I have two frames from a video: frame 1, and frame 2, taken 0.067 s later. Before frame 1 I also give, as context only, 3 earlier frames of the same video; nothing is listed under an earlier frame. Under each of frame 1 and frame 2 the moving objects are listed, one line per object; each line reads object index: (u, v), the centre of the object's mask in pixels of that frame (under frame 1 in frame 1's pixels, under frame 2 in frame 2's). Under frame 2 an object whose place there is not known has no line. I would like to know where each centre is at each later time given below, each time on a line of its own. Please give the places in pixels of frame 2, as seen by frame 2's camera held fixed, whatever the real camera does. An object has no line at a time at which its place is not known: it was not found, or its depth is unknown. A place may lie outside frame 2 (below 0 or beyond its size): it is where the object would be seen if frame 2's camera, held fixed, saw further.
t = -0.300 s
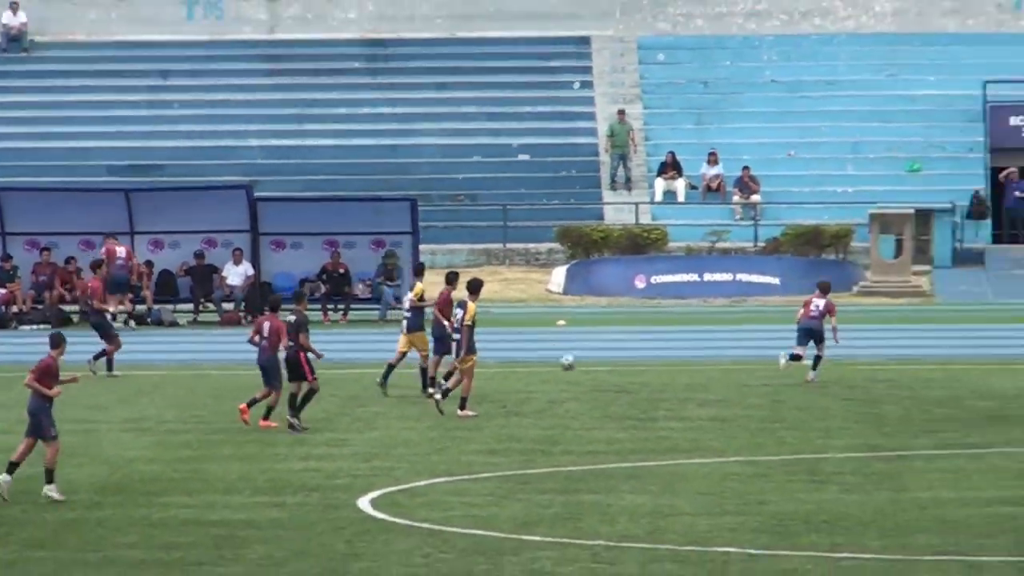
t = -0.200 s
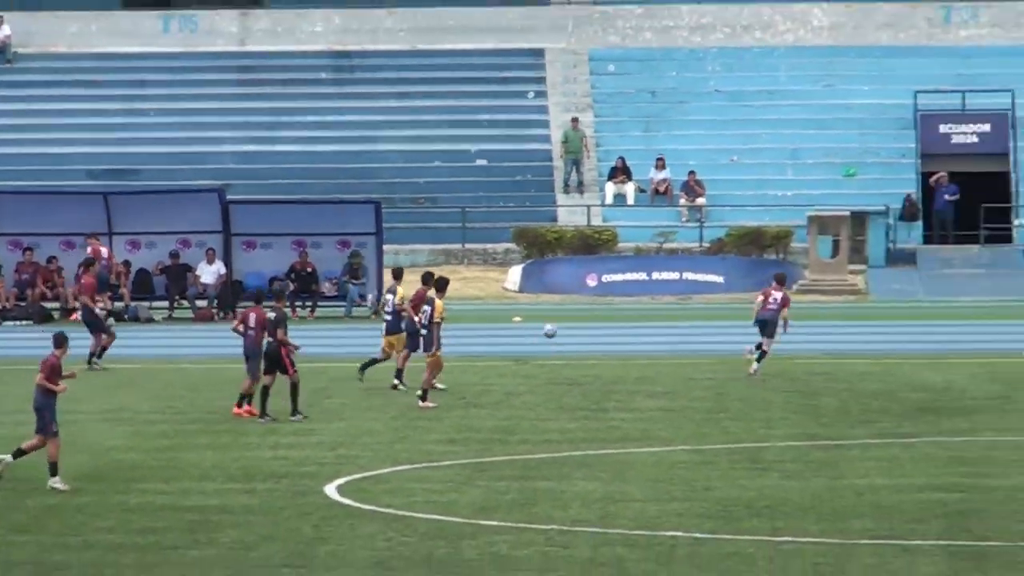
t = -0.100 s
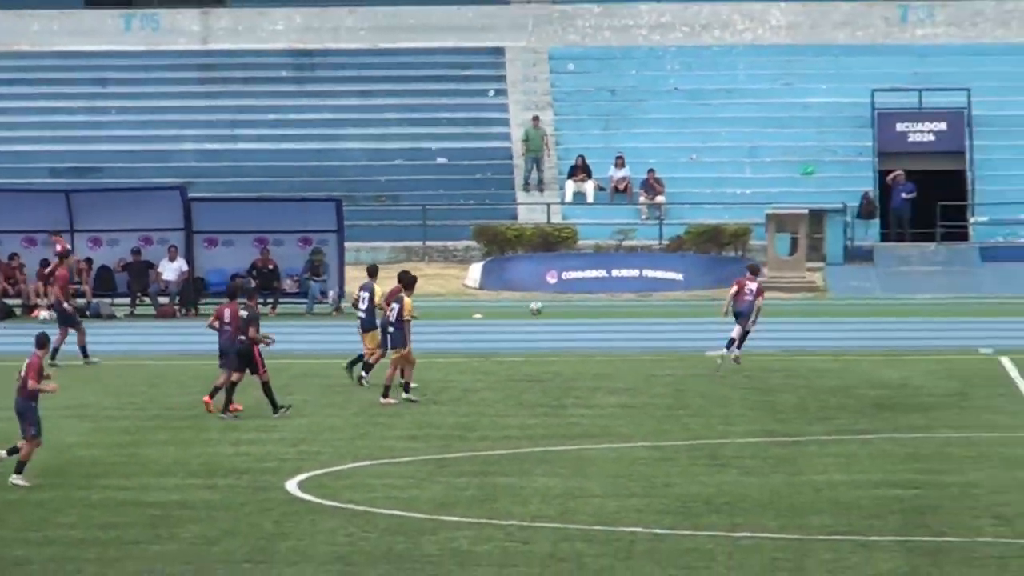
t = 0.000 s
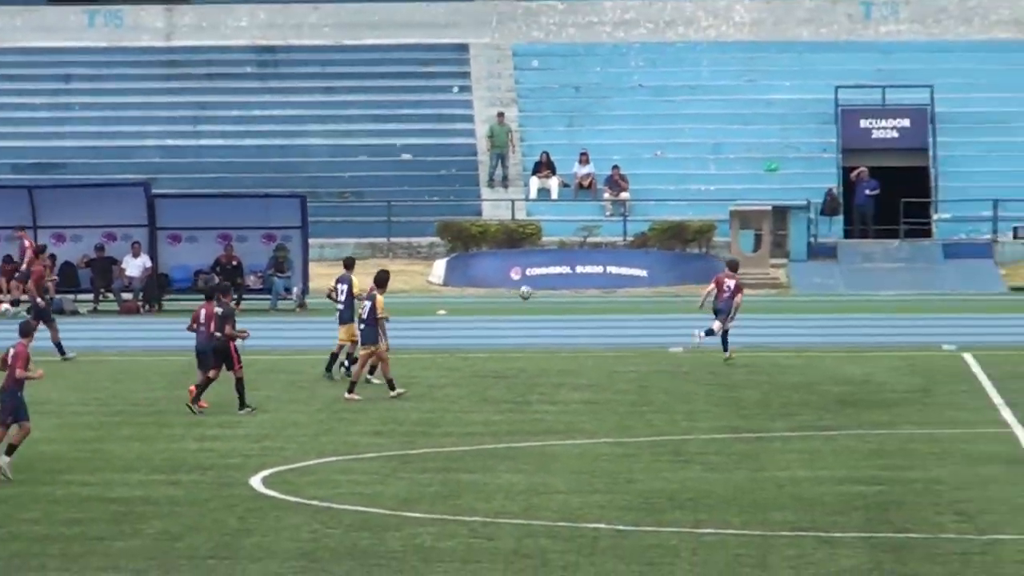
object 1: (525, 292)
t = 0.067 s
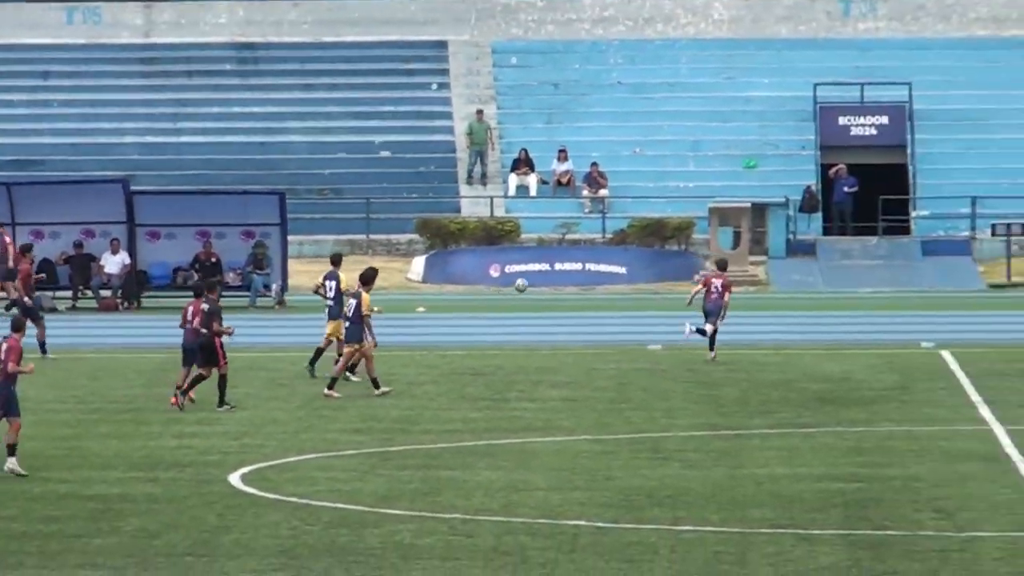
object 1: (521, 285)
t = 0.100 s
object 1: (526, 284)
